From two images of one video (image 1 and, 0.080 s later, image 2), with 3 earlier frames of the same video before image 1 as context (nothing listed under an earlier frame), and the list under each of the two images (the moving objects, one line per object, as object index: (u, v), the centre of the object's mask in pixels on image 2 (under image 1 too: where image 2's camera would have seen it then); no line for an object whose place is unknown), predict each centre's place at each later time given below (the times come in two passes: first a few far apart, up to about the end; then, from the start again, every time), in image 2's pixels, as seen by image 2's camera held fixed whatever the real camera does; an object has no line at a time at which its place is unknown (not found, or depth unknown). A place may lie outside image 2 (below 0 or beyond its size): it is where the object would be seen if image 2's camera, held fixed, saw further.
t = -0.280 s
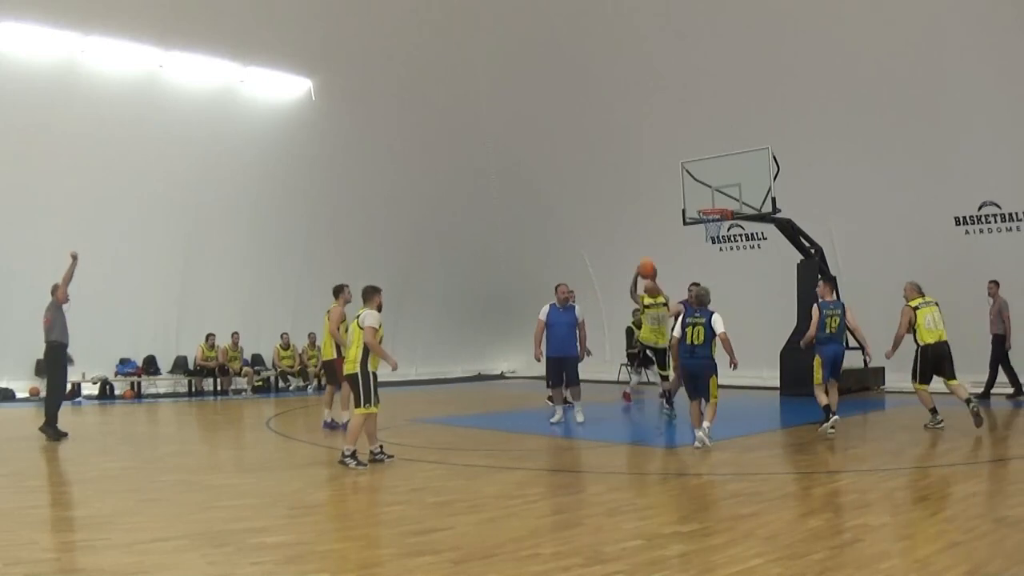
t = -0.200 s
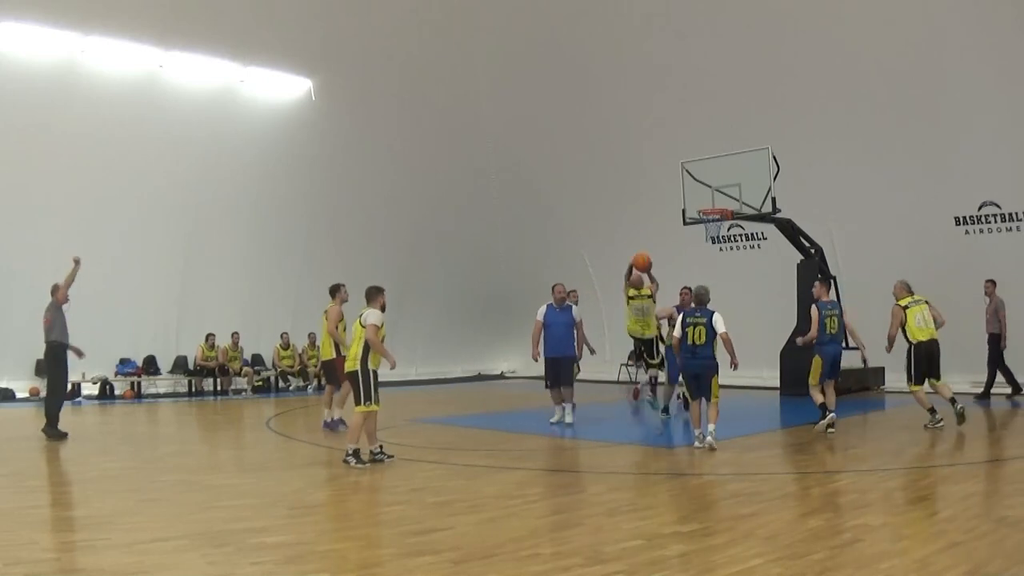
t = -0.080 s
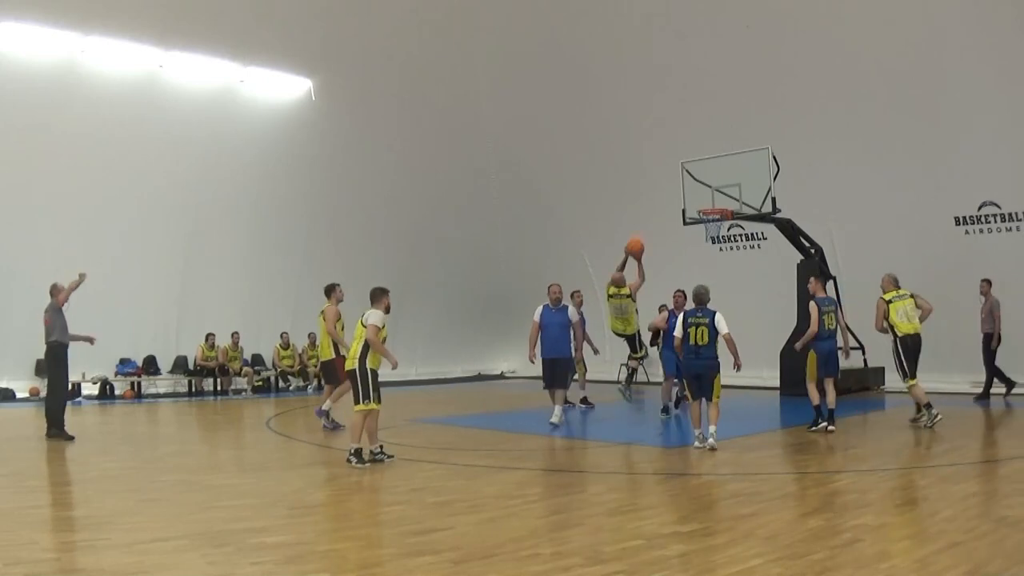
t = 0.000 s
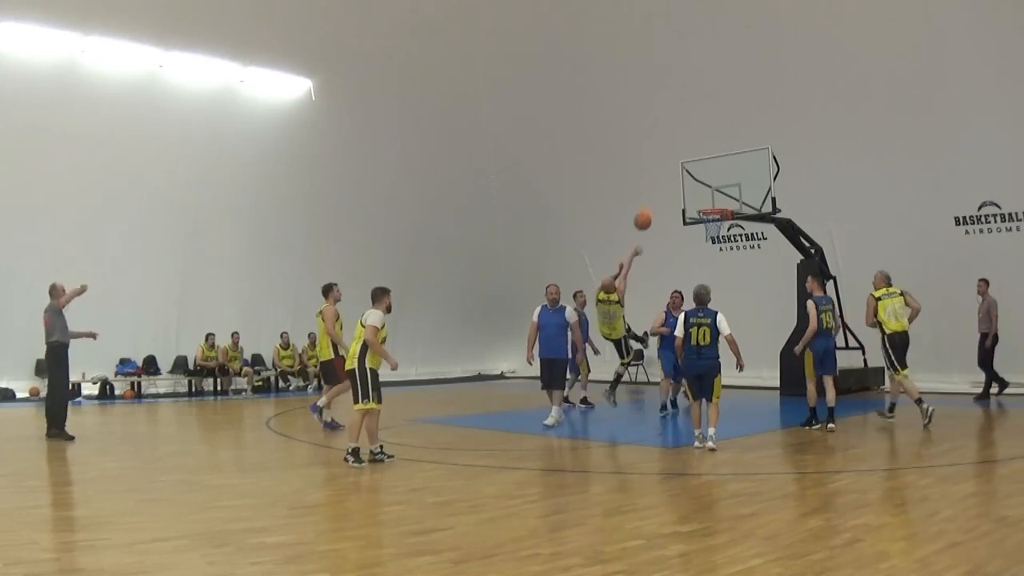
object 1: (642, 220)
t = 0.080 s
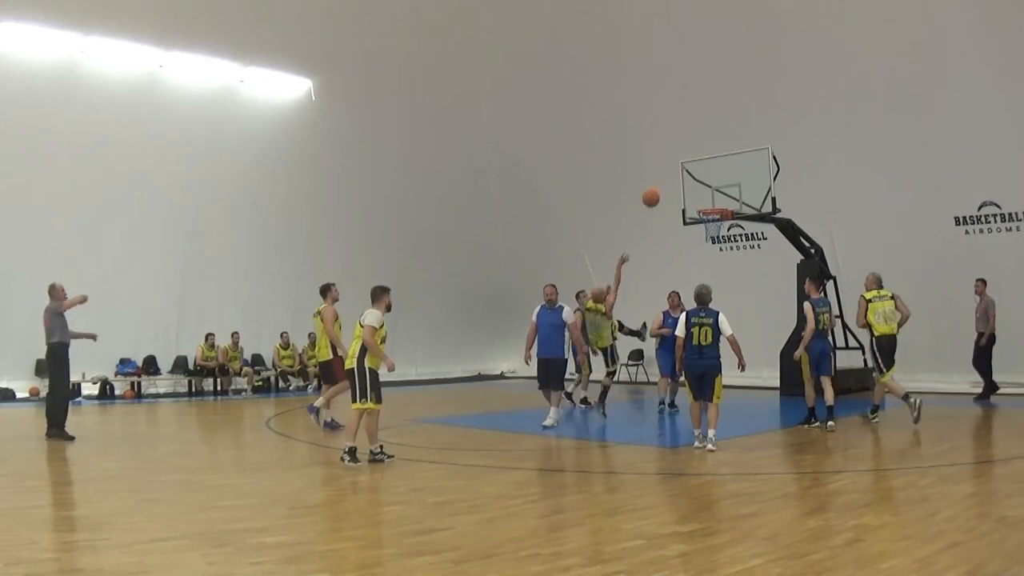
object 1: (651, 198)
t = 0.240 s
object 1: (667, 168)
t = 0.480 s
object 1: (689, 158)
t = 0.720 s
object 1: (712, 186)
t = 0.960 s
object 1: (727, 188)
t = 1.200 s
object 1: (742, 199)
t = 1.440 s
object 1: (742, 224)
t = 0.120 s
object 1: (655, 188)
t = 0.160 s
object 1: (659, 180)
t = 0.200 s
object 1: (663, 174)
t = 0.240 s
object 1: (667, 168)
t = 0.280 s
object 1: (671, 164)
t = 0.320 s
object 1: (674, 161)
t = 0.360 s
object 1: (678, 159)
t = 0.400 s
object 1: (682, 158)
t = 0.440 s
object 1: (686, 157)
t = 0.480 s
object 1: (689, 158)
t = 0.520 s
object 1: (693, 161)
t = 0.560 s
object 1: (697, 164)
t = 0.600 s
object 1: (701, 168)
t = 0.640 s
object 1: (704, 173)
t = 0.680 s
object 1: (708, 179)
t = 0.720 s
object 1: (712, 186)
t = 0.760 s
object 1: (715, 194)
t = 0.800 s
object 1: (719, 201)
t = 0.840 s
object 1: (721, 196)
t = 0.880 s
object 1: (723, 193)
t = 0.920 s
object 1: (725, 190)
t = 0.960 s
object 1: (727, 188)
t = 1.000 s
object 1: (730, 188)
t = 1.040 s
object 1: (732, 188)
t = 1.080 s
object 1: (734, 190)
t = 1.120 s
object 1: (736, 191)
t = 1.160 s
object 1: (739, 194)
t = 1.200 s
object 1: (742, 199)
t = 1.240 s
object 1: (742, 202)
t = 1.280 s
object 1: (742, 204)
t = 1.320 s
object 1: (741, 208)
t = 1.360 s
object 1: (741, 211)
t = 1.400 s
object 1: (741, 217)
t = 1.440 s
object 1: (742, 224)
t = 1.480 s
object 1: (741, 231)
